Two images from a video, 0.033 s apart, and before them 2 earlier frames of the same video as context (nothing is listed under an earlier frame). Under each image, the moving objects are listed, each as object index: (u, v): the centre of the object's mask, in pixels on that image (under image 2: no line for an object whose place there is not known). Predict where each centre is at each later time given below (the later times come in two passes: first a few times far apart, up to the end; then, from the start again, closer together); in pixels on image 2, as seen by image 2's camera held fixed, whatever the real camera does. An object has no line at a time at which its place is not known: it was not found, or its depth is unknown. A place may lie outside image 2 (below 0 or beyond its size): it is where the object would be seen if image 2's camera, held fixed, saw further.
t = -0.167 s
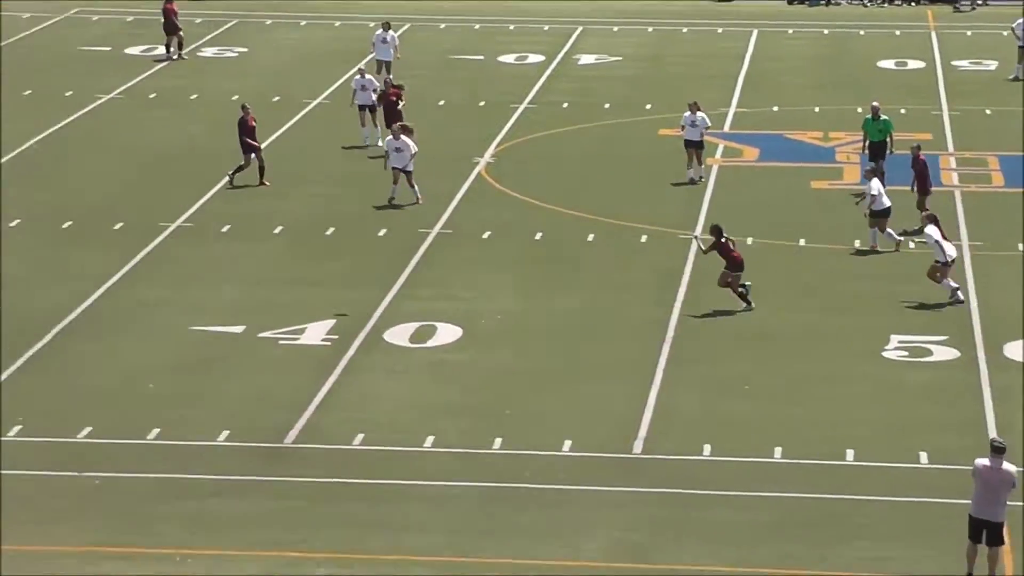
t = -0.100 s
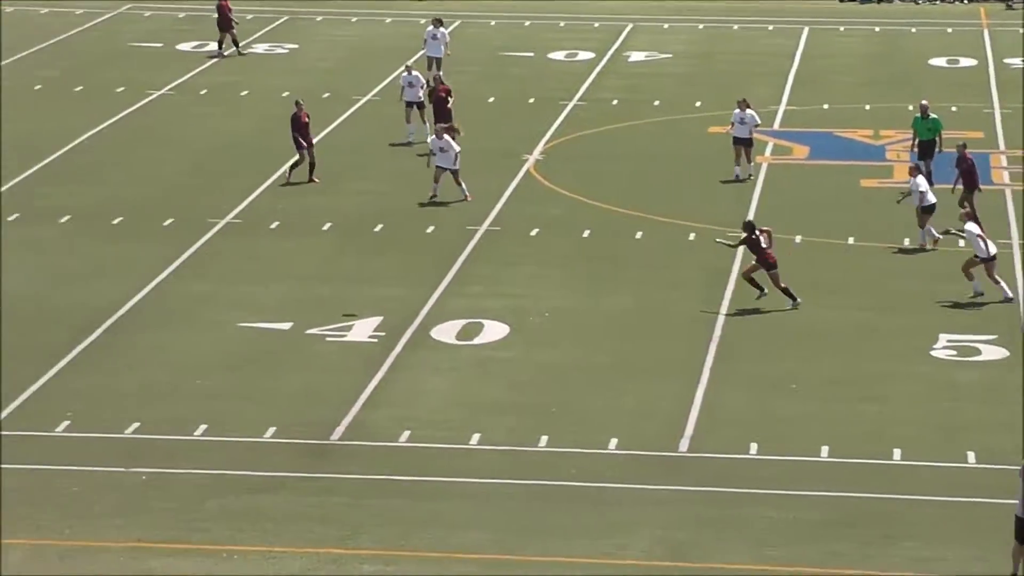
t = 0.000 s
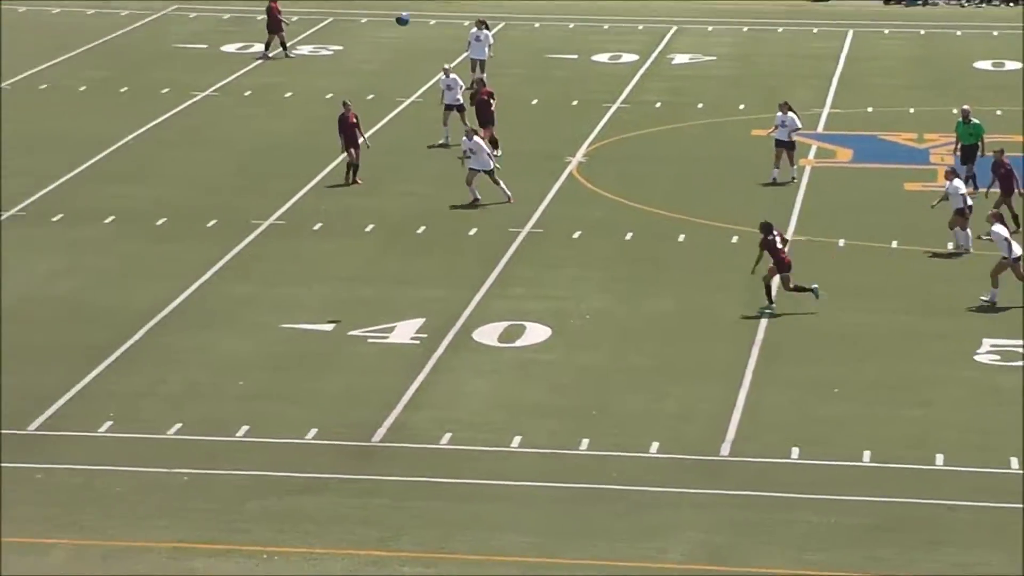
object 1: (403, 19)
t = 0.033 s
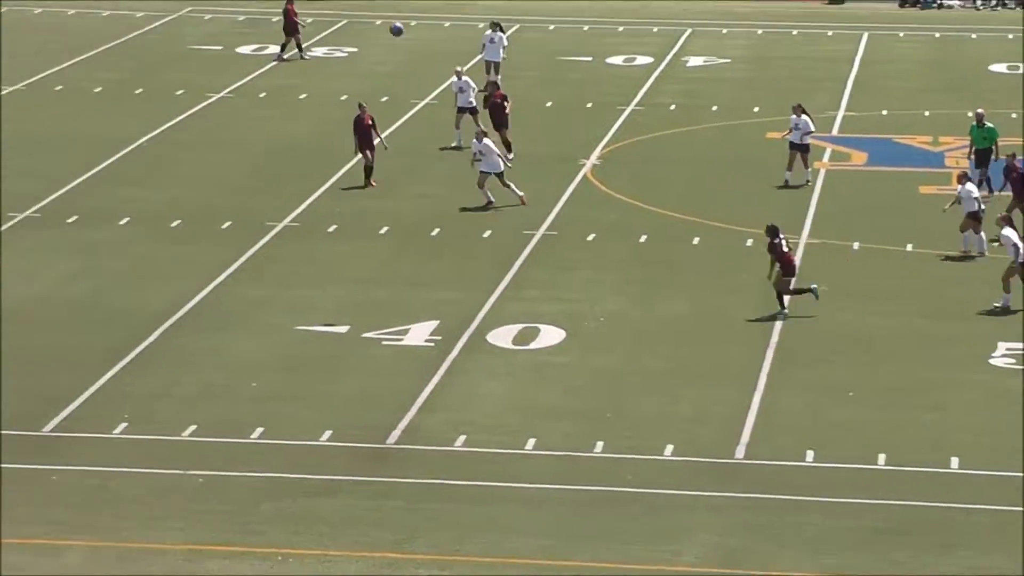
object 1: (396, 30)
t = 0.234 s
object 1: (273, 95)
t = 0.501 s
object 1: (105, 219)
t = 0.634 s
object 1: (19, 297)
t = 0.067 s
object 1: (376, 39)
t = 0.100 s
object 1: (356, 49)
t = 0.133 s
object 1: (335, 60)
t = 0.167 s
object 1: (315, 71)
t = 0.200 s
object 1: (294, 83)
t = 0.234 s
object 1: (273, 95)
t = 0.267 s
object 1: (252, 109)
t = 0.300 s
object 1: (231, 122)
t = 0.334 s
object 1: (210, 137)
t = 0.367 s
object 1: (189, 152)
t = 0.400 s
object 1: (168, 167)
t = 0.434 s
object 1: (147, 184)
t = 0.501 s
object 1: (105, 219)
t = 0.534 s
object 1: (83, 237)
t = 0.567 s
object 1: (62, 256)
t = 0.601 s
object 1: (40, 276)
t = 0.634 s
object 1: (19, 297)
